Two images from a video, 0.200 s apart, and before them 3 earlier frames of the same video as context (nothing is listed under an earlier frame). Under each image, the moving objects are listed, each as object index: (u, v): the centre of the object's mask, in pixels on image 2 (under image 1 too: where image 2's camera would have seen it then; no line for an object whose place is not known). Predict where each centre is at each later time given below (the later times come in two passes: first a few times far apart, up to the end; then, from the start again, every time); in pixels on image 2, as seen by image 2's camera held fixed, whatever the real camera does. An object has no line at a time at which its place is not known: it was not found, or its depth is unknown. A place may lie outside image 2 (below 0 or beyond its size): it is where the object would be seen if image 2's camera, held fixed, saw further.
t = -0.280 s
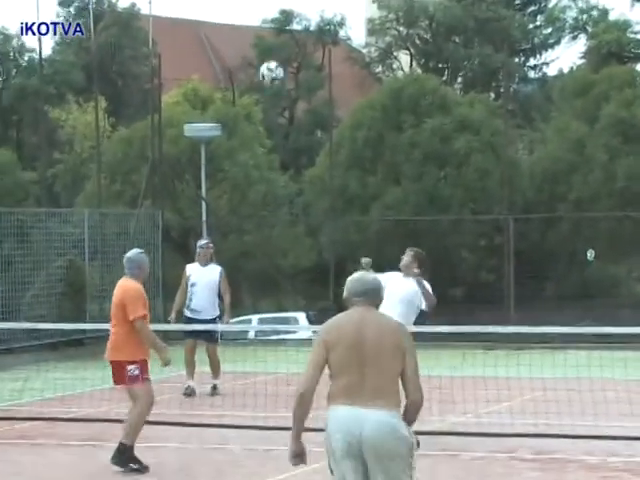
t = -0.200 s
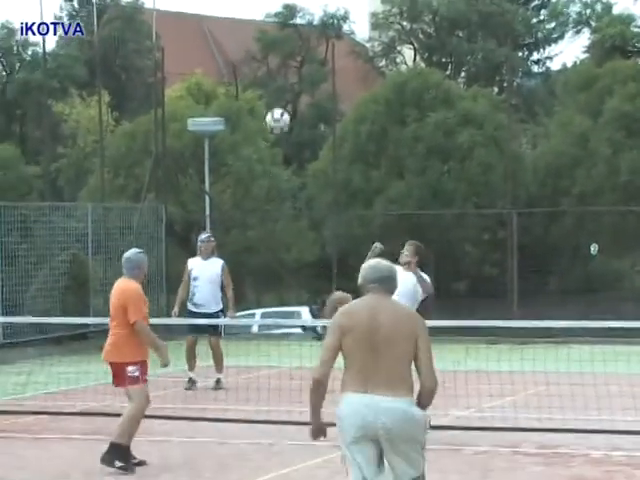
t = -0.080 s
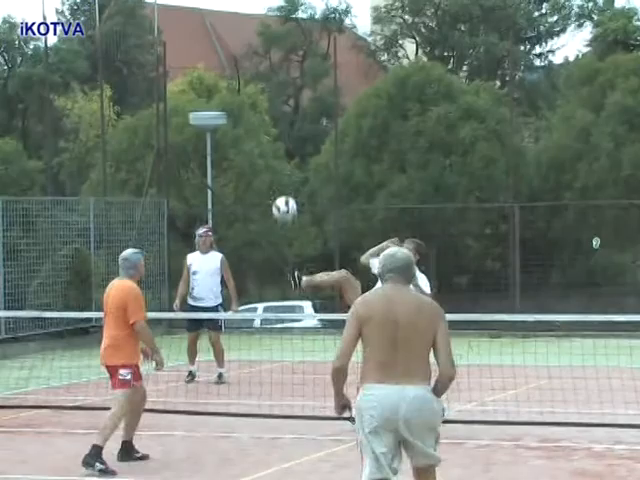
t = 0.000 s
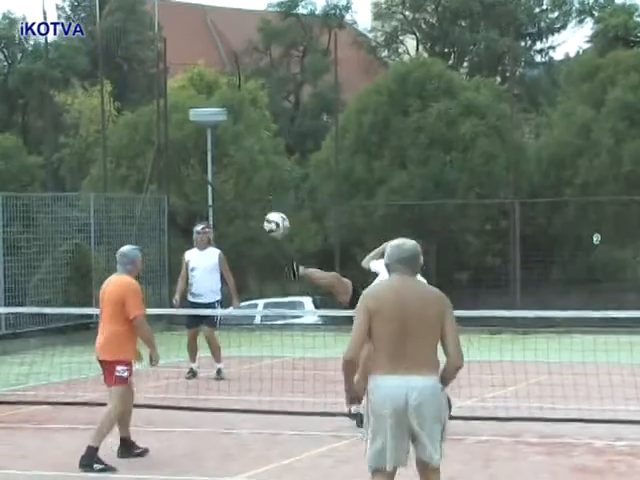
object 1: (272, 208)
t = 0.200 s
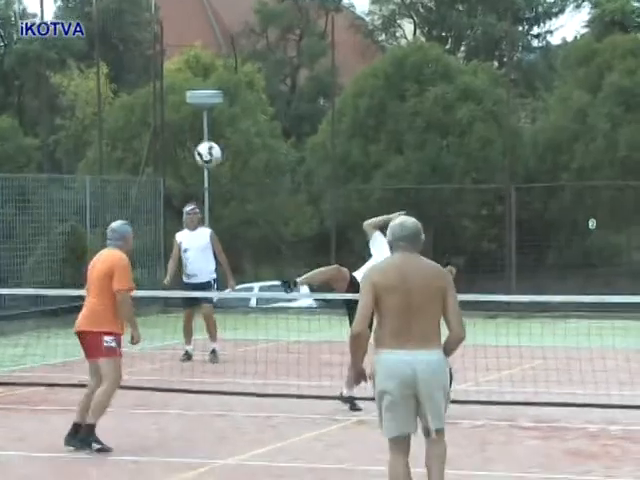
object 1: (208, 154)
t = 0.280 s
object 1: (181, 146)
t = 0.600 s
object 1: (56, 191)
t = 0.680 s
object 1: (20, 226)
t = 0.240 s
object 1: (194, 149)
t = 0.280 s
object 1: (181, 146)
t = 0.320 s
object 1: (166, 145)
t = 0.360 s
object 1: (151, 144)
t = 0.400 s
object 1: (136, 146)
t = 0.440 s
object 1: (121, 151)
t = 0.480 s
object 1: (105, 157)
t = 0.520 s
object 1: (88, 166)
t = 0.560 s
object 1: (73, 178)
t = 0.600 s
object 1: (56, 191)
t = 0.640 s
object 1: (39, 207)
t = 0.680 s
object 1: (20, 226)
